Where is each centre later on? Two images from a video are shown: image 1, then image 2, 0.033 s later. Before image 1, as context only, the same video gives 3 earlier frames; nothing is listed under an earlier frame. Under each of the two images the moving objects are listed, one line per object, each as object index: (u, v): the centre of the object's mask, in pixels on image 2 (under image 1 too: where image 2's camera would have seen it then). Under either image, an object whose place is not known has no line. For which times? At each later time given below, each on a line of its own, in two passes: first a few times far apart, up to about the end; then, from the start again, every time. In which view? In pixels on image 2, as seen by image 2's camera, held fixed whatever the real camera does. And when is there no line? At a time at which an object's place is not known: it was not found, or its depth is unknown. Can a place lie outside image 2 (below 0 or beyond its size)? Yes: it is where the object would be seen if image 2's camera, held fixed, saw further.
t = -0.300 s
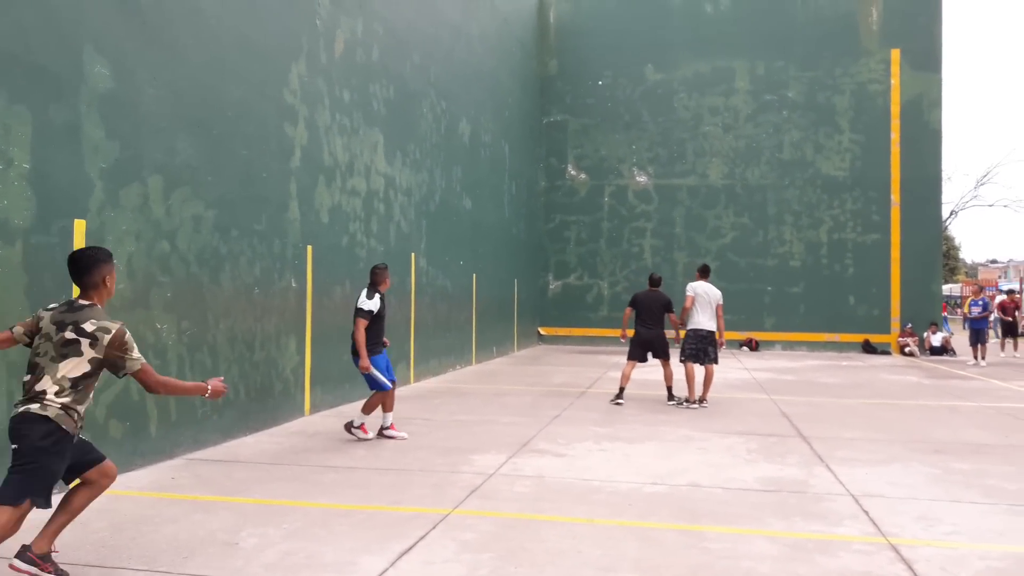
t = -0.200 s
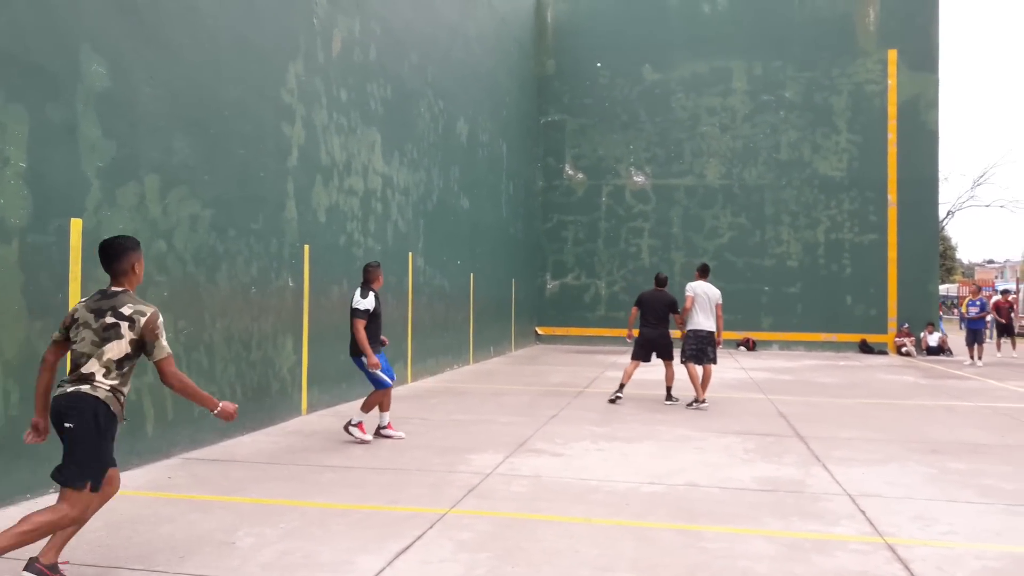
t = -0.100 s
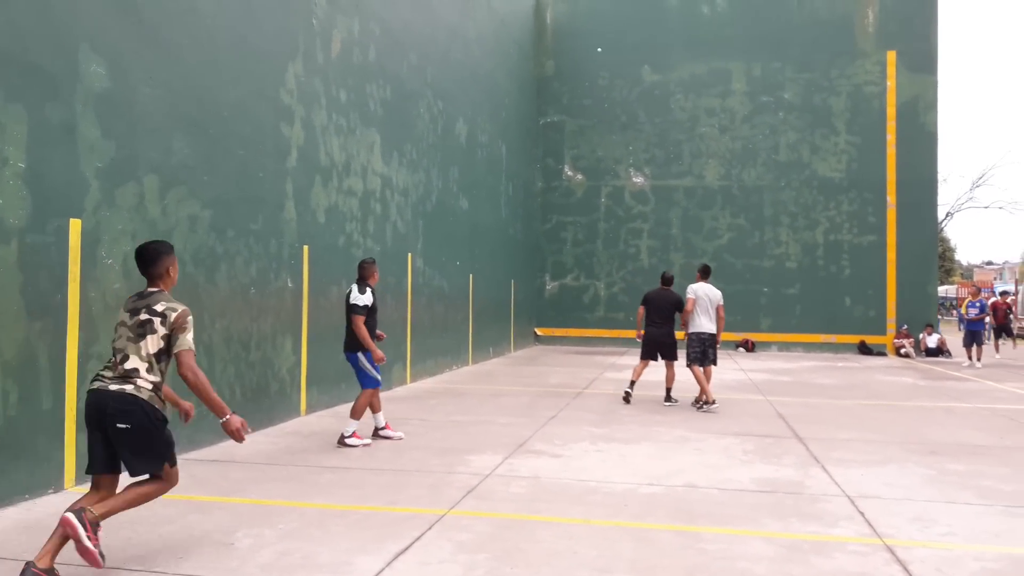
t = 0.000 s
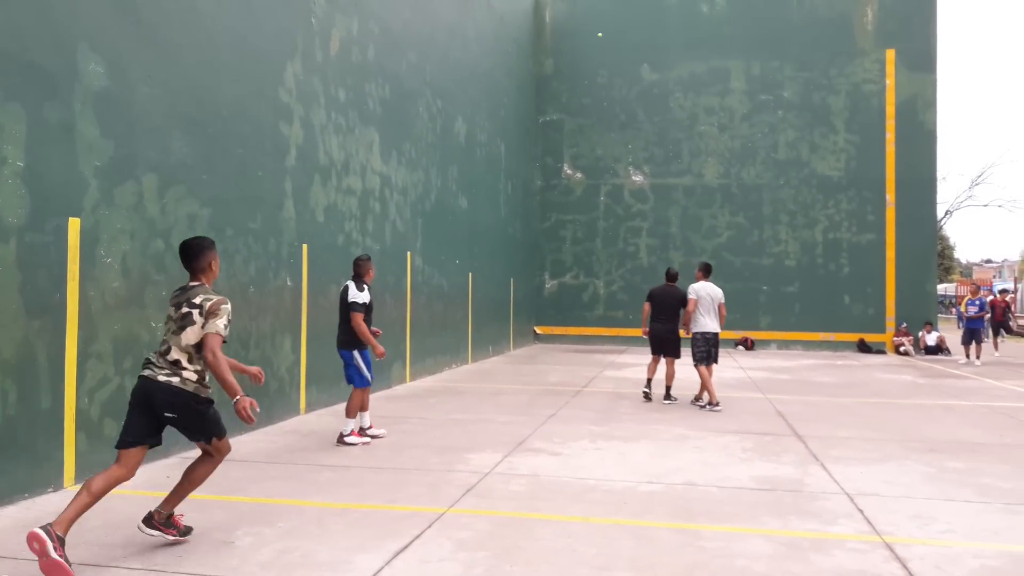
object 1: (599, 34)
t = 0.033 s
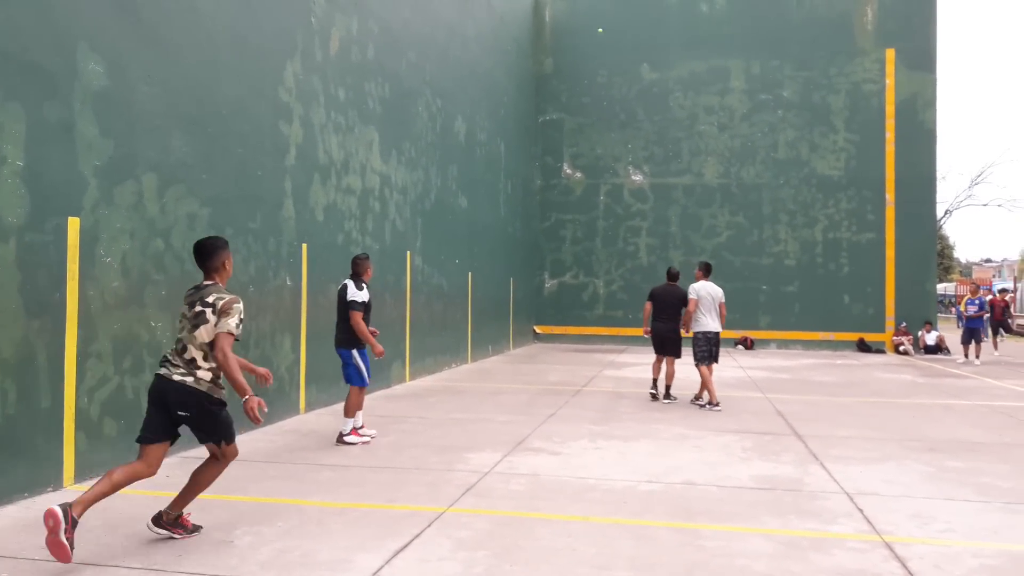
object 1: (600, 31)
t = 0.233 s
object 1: (604, 16)
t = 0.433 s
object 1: (608, 20)
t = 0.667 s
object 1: (614, 66)
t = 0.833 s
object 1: (620, 142)
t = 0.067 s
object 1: (600, 27)
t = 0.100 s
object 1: (601, 24)
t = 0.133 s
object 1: (602, 21)
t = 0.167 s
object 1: (603, 19)
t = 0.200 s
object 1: (603, 17)
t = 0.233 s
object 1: (604, 16)
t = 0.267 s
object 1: (605, 15)
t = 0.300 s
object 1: (605, 14)
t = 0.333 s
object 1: (606, 15)
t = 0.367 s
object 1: (607, 16)
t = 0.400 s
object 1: (607, 18)
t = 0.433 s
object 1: (608, 20)
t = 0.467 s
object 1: (609, 24)
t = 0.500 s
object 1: (609, 28)
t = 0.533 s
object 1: (610, 33)
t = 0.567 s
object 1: (611, 39)
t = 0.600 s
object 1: (612, 47)
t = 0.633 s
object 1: (613, 56)
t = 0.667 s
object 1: (614, 66)
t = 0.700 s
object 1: (615, 78)
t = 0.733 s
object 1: (616, 91)
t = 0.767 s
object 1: (617, 106)
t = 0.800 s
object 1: (619, 123)
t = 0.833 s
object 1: (620, 142)
